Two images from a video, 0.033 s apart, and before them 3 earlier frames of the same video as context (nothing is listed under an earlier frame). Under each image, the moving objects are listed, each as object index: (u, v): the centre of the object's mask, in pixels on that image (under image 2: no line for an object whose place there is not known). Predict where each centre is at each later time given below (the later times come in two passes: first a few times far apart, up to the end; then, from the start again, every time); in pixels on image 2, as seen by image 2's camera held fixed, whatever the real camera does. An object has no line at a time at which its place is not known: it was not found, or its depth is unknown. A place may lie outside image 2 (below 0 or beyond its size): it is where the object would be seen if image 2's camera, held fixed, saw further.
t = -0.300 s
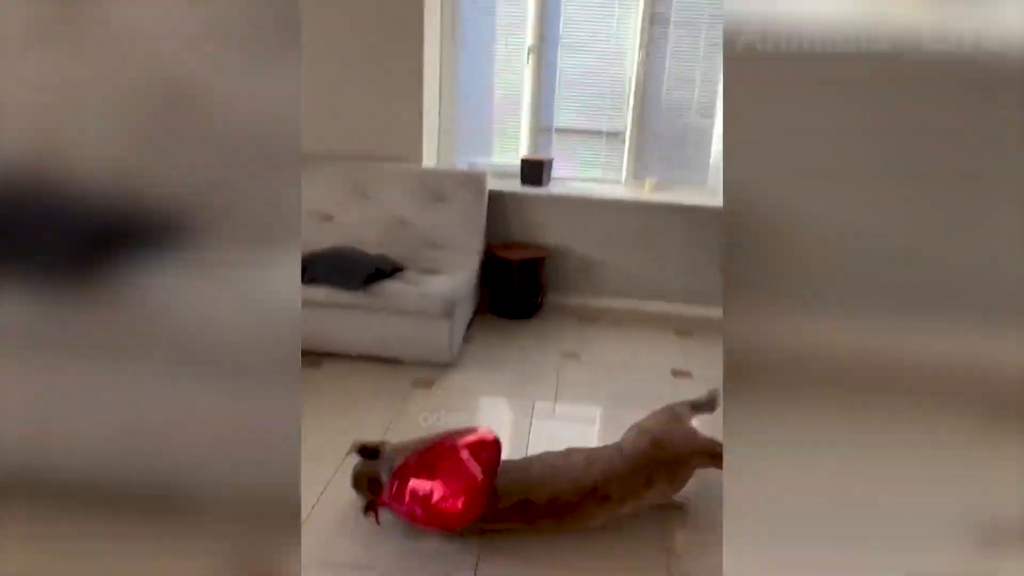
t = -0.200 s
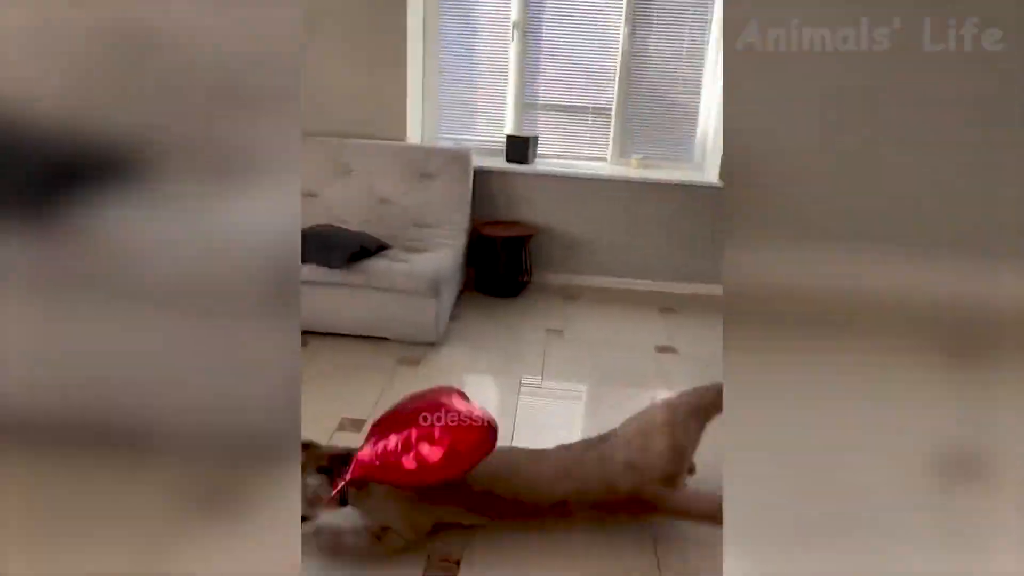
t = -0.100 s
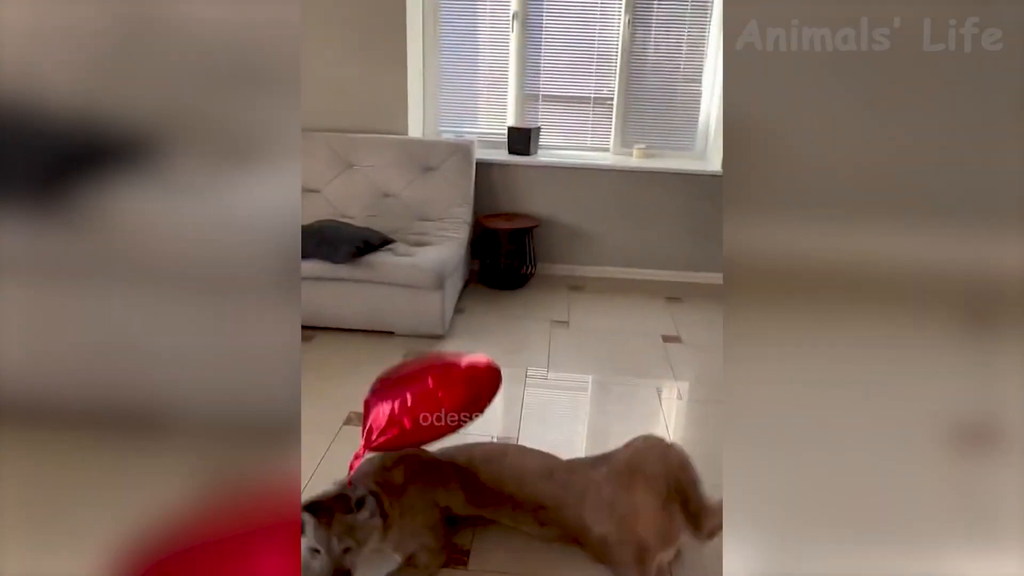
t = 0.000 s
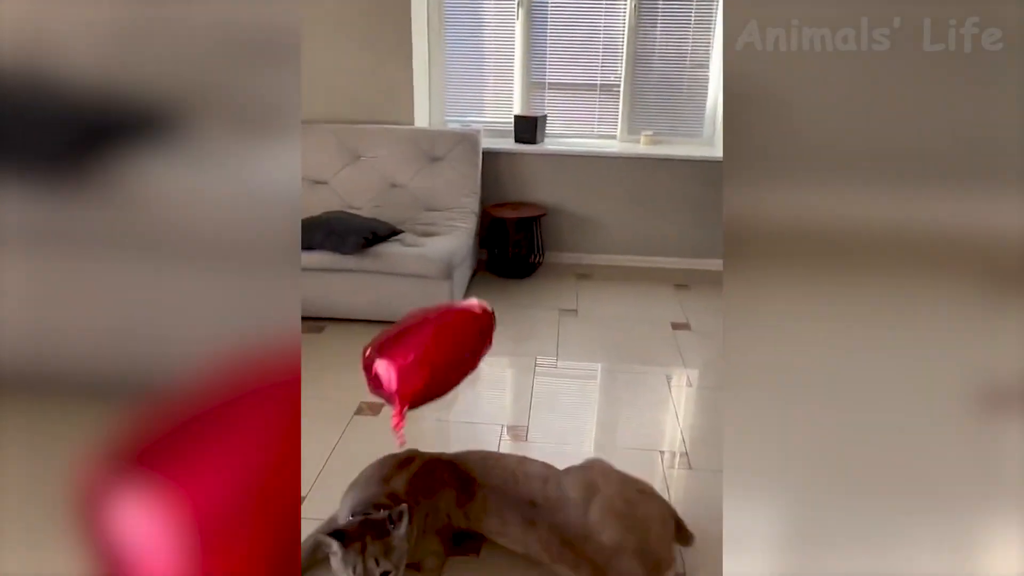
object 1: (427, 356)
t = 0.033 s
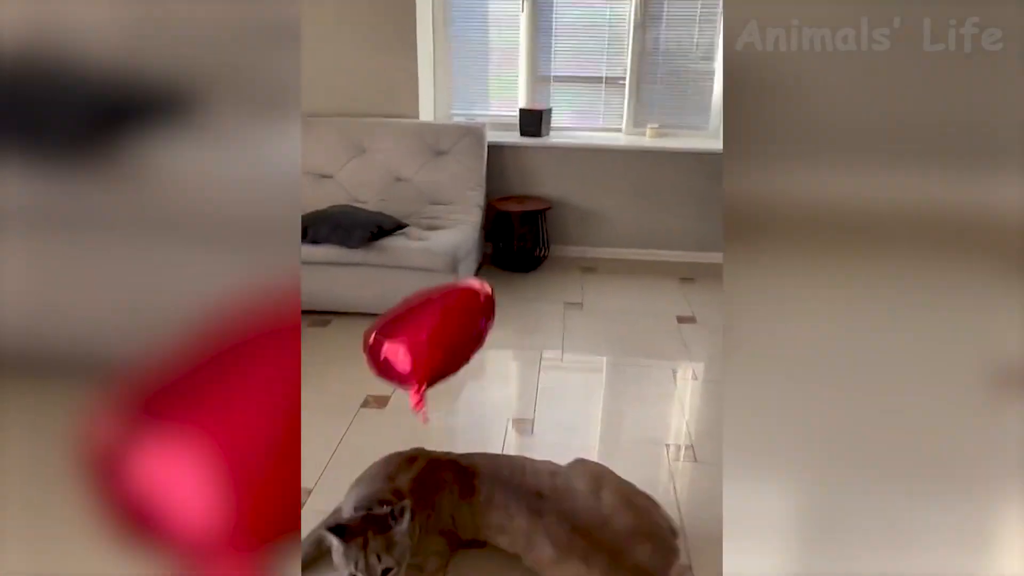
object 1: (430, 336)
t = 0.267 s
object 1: (430, 251)
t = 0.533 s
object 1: (434, 155)
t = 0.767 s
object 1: (416, 52)
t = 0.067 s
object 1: (428, 324)
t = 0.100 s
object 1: (427, 312)
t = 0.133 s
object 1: (426, 299)
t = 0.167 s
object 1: (426, 287)
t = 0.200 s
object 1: (427, 275)
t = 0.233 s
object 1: (429, 263)
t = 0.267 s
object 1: (430, 251)
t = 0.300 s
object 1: (432, 239)
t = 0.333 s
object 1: (433, 227)
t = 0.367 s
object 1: (434, 214)
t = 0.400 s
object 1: (436, 203)
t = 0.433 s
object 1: (436, 192)
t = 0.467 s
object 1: (438, 181)
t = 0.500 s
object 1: (437, 169)
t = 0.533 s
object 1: (434, 155)
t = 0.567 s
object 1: (431, 141)
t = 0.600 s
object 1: (429, 129)
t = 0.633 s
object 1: (426, 114)
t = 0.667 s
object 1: (424, 99)
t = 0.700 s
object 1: (421, 84)
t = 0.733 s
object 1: (418, 68)
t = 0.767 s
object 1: (416, 52)
